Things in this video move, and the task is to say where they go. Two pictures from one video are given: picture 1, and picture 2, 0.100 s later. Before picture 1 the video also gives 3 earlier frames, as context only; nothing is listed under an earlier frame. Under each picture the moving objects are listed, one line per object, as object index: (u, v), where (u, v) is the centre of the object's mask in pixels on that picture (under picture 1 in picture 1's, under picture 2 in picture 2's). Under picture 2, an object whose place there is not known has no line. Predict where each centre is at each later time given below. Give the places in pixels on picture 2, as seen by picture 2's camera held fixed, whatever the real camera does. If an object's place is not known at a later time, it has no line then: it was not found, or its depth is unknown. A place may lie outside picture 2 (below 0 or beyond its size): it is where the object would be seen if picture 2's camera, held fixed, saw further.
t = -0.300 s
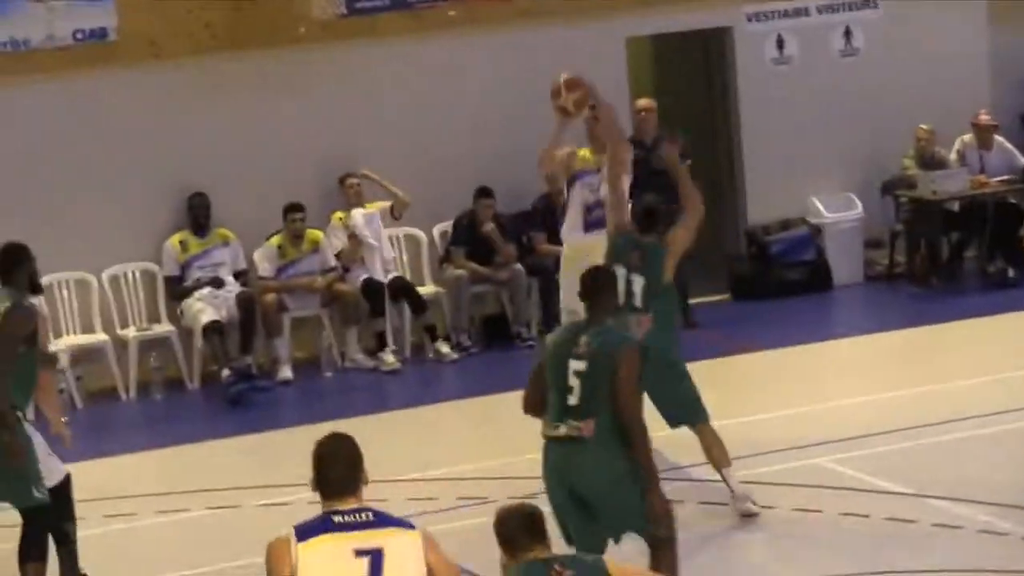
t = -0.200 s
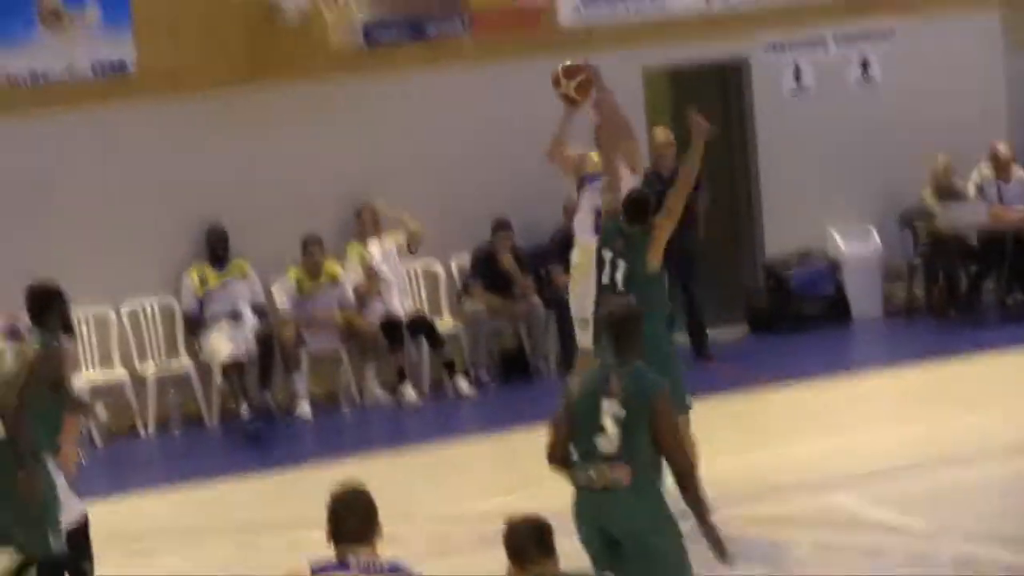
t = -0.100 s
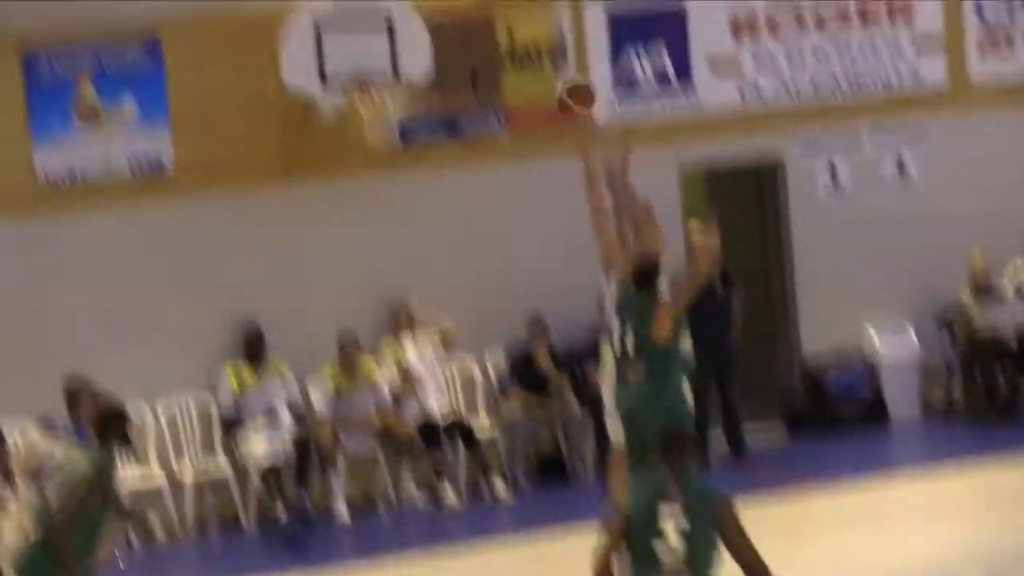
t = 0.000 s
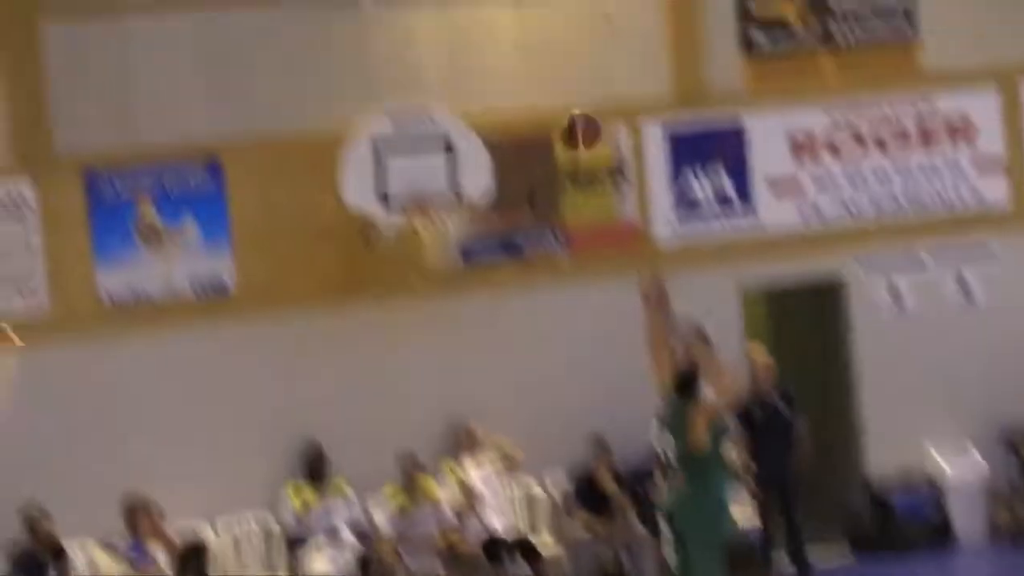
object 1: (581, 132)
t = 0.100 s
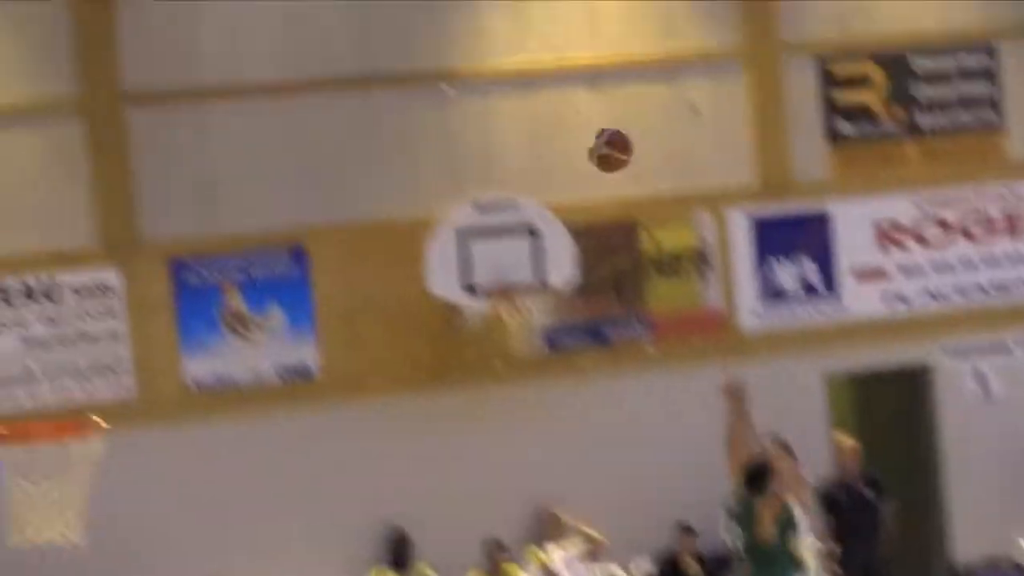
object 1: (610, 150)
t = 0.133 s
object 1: (590, 126)
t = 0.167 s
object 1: (569, 104)
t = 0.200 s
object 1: (557, 94)
